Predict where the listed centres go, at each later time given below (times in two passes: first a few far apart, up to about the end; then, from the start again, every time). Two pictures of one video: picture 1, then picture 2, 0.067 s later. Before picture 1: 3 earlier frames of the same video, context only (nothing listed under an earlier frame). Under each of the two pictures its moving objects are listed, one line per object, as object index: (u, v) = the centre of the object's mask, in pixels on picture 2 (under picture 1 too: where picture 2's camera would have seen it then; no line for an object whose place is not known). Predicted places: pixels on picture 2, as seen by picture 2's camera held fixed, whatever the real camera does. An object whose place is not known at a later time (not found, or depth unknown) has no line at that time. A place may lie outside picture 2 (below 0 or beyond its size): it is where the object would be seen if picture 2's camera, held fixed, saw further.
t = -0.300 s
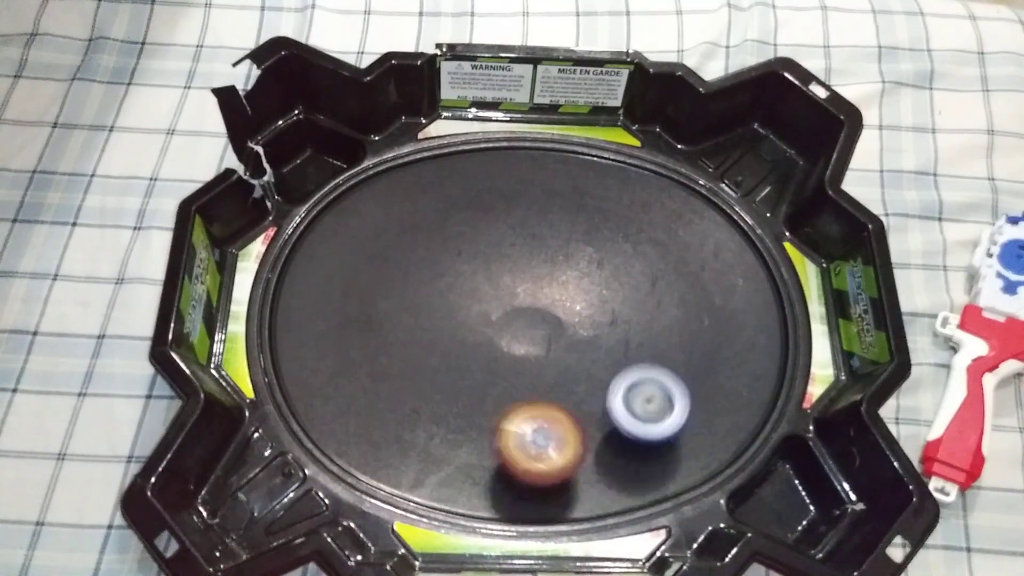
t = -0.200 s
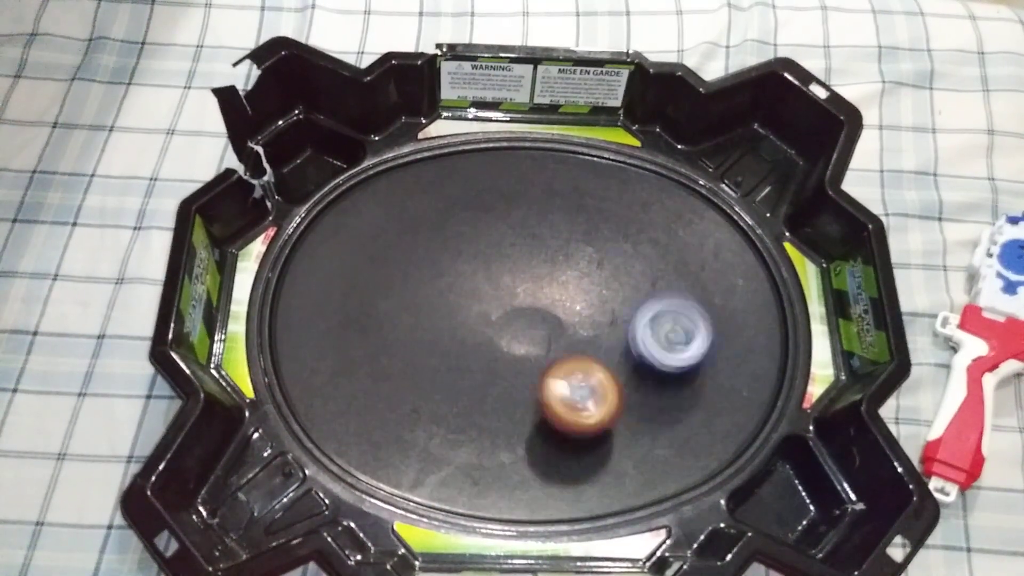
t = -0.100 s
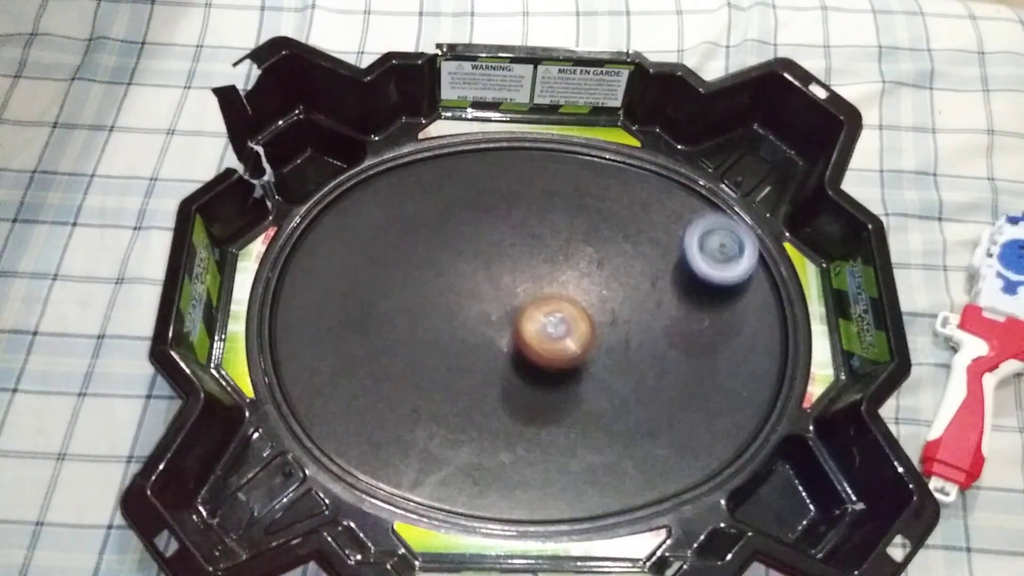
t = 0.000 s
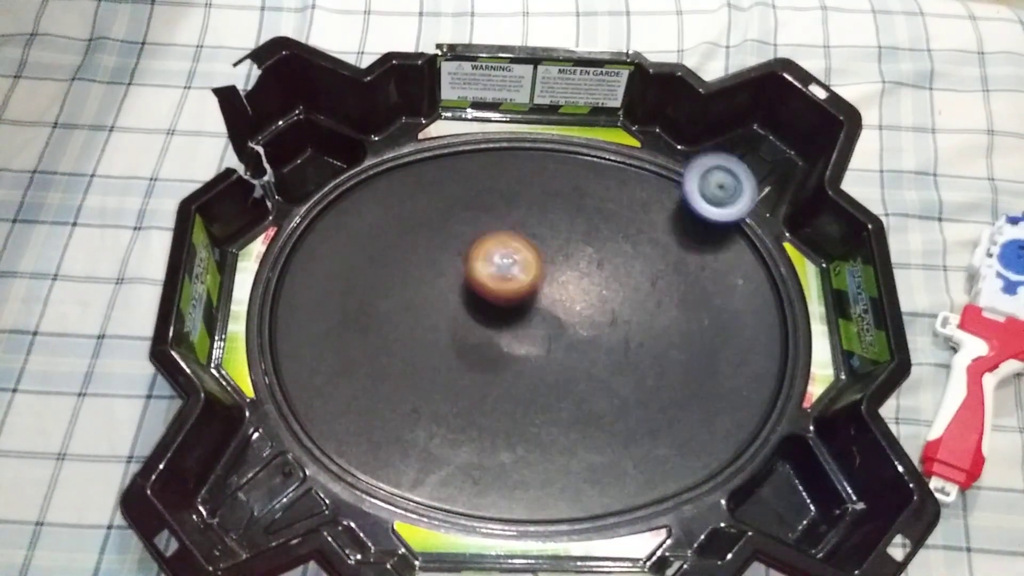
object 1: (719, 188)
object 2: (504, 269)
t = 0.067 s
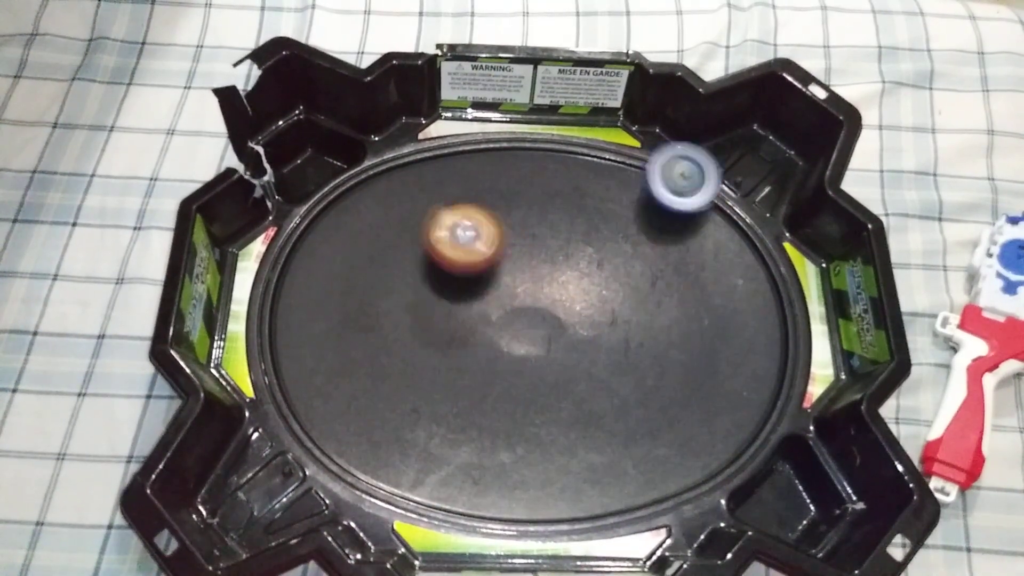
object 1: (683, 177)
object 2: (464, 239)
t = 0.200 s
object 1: (595, 179)
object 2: (381, 233)
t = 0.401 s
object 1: (467, 227)
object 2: (287, 332)
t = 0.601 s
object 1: (434, 338)
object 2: (387, 439)
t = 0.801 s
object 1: (542, 259)
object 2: (587, 488)
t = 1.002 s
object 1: (570, 211)
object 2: (700, 366)
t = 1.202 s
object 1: (509, 244)
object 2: (621, 242)
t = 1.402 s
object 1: (519, 340)
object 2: (428, 234)
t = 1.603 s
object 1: (588, 396)
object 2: (328, 383)
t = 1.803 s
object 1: (673, 389)
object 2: (454, 481)
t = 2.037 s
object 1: (646, 295)
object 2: (638, 386)
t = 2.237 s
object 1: (574, 197)
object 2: (597, 303)
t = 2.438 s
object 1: (479, 191)
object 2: (477, 275)
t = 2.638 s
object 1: (401, 235)
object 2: (391, 328)
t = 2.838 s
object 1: (386, 312)
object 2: (418, 414)
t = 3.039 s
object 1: (444, 361)
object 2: (544, 418)
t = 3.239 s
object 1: (533, 374)
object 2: (630, 344)
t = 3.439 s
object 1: (609, 345)
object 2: (610, 256)
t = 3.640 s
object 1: (630, 288)
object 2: (516, 235)
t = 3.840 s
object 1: (565, 264)
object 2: (426, 308)
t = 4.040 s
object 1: (497, 304)
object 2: (447, 412)
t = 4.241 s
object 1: (464, 367)
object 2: (545, 435)
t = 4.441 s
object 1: (491, 424)
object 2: (625, 370)
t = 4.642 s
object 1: (552, 397)
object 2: (591, 276)
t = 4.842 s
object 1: (546, 330)
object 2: (493, 252)
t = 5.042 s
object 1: (505, 274)
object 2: (404, 298)
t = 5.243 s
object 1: (441, 258)
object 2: (412, 393)
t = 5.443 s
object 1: (413, 311)
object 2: (523, 419)
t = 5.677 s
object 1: (480, 368)
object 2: (615, 340)
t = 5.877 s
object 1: (559, 381)
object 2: (593, 256)
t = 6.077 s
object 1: (625, 355)
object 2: (502, 236)
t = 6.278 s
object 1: (627, 299)
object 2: (428, 309)
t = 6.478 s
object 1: (561, 279)
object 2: (455, 403)
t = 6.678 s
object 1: (490, 297)
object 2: (549, 428)
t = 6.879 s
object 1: (436, 339)
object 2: (622, 371)
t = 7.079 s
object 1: (432, 395)
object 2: (590, 284)
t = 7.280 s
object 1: (495, 398)
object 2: (501, 256)
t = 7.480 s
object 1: (535, 347)
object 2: (420, 293)
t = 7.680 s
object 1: (542, 290)
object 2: (414, 375)
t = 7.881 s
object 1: (510, 249)
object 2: (505, 410)
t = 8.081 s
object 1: (470, 281)
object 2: (589, 359)
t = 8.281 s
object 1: (485, 340)
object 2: (594, 280)
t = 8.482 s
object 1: (532, 386)
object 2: (525, 249)
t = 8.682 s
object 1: (594, 391)
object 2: (453, 299)
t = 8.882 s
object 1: (605, 343)
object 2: (462, 382)
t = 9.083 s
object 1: (557, 305)
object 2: (530, 419)
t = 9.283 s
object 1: (498, 285)
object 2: (598, 374)
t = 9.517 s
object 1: (428, 295)
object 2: (568, 289)
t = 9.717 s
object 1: (416, 343)
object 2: (493, 266)
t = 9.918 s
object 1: (471, 373)
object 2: (423, 299)
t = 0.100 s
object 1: (662, 176)
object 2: (443, 229)
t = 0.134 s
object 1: (641, 176)
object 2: (422, 227)
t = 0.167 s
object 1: (618, 177)
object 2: (402, 227)
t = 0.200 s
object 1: (595, 179)
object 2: (381, 233)
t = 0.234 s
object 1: (573, 184)
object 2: (358, 242)
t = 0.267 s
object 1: (550, 189)
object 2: (338, 255)
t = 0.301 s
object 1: (527, 197)
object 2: (320, 272)
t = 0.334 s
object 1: (505, 205)
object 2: (305, 291)
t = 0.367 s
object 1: (485, 214)
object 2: (293, 311)
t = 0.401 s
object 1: (467, 227)
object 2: (287, 332)
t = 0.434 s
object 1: (454, 243)
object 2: (287, 355)
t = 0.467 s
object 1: (443, 260)
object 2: (294, 377)
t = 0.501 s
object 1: (436, 280)
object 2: (308, 399)
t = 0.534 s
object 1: (431, 300)
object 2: (329, 417)
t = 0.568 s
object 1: (431, 319)
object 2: (356, 430)
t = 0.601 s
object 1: (434, 338)
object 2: (387, 439)
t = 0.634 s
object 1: (440, 356)
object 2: (424, 441)
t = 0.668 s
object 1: (457, 351)
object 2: (454, 463)
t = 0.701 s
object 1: (481, 324)
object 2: (487, 492)
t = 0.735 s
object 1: (504, 299)
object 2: (521, 505)
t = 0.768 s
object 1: (524, 277)
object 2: (556, 499)
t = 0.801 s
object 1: (542, 259)
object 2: (587, 488)
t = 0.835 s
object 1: (556, 243)
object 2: (617, 473)
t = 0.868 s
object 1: (567, 232)
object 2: (642, 456)
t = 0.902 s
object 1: (573, 223)
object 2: (666, 435)
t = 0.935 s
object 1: (576, 217)
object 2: (682, 414)
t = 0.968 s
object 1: (574, 214)
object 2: (694, 392)
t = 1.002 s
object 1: (570, 211)
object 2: (700, 366)
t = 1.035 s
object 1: (562, 210)
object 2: (699, 342)
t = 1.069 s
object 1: (553, 211)
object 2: (692, 319)
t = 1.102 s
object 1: (540, 213)
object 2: (681, 298)
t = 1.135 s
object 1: (528, 220)
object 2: (666, 277)
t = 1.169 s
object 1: (517, 230)
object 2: (644, 259)
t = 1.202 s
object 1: (509, 244)
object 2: (621, 242)
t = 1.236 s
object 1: (503, 260)
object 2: (593, 228)
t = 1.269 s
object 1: (501, 277)
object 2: (562, 219)
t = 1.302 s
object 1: (503, 295)
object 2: (528, 216)
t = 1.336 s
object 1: (506, 311)
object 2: (494, 217)
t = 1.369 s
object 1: (512, 327)
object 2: (461, 223)
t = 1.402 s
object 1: (519, 340)
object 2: (428, 234)
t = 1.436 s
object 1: (528, 352)
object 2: (397, 251)
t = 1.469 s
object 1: (537, 364)
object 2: (372, 272)
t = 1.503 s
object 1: (547, 374)
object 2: (353, 296)
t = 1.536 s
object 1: (559, 383)
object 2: (339, 324)
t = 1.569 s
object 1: (573, 390)
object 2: (331, 352)
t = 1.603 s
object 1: (588, 396)
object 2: (328, 383)
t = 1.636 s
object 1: (603, 401)
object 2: (334, 413)
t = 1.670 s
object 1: (619, 403)
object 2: (345, 439)
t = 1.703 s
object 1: (634, 404)
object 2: (363, 460)
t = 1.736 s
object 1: (649, 402)
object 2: (388, 473)
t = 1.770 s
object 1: (661, 398)
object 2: (420, 479)
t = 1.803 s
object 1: (673, 389)
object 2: (454, 481)
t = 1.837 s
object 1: (681, 380)
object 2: (488, 478)
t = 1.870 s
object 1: (683, 368)
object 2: (522, 473)
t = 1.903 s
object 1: (682, 354)
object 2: (557, 460)
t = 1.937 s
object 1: (675, 342)
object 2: (588, 443)
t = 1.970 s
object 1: (664, 330)
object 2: (613, 423)
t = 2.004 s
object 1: (651, 321)
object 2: (633, 398)
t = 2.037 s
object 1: (646, 295)
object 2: (638, 386)
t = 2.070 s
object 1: (638, 267)
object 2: (639, 372)
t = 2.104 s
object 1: (628, 244)
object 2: (637, 357)
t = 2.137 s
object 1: (616, 226)
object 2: (630, 342)
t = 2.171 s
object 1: (603, 213)
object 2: (622, 328)
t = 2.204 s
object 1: (588, 204)
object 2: (610, 314)
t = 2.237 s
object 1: (574, 197)
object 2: (597, 303)
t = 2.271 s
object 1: (558, 192)
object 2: (579, 292)
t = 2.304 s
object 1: (542, 188)
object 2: (560, 284)
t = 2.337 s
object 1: (527, 186)
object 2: (539, 278)
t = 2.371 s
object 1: (510, 186)
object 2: (516, 275)
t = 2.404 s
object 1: (494, 188)
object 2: (497, 274)
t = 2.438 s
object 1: (479, 191)
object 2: (477, 275)
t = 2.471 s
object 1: (464, 197)
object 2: (456, 280)
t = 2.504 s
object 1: (448, 202)
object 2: (439, 286)
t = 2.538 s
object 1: (433, 210)
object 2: (425, 293)
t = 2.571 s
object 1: (419, 219)
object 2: (412, 302)
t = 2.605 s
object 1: (408, 229)
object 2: (401, 313)
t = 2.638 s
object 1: (401, 235)
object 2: (391, 328)
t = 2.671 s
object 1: (395, 244)
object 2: (384, 346)
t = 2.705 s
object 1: (389, 255)
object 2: (381, 362)
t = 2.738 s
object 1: (384, 268)
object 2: (383, 378)
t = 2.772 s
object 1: (382, 283)
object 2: (390, 394)
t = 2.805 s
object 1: (383, 297)
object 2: (402, 404)
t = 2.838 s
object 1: (386, 312)
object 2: (418, 414)
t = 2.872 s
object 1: (393, 326)
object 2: (435, 421)
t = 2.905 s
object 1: (402, 339)
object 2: (453, 422)
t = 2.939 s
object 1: (413, 351)
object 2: (472, 422)
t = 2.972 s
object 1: (421, 354)
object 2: (496, 424)
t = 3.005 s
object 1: (431, 357)
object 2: (518, 423)
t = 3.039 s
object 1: (444, 361)
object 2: (544, 418)
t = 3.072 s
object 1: (459, 367)
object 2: (564, 410)
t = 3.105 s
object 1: (473, 371)
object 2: (583, 402)
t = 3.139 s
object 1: (488, 373)
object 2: (600, 388)
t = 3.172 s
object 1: (504, 375)
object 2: (613, 376)
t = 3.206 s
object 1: (519, 375)
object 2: (623, 360)
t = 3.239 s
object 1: (533, 374)
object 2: (630, 344)
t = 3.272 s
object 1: (548, 372)
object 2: (635, 327)
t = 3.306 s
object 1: (562, 368)
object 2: (636, 311)
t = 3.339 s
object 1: (575, 365)
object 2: (633, 294)
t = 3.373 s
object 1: (587, 359)
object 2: (628, 281)
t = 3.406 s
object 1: (599, 353)
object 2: (620, 266)
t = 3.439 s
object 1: (609, 345)
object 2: (610, 256)
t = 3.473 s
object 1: (618, 338)
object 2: (597, 246)
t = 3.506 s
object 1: (625, 328)
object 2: (583, 239)
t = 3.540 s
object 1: (630, 319)
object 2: (568, 233)
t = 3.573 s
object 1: (633, 308)
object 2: (552, 232)
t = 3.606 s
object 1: (633, 298)
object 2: (533, 232)
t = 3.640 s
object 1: (630, 288)
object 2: (516, 235)
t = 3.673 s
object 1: (624, 279)
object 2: (498, 240)
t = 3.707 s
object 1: (615, 271)
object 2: (480, 248)
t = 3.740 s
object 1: (603, 266)
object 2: (463, 259)
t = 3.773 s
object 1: (592, 262)
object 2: (448, 273)
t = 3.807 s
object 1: (578, 262)
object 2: (436, 290)
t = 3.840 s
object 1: (565, 264)
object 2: (426, 308)
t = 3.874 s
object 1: (552, 267)
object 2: (420, 326)
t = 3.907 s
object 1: (539, 273)
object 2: (419, 345)
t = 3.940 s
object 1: (528, 279)
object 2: (420, 364)
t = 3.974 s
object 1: (516, 287)
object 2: (426, 383)
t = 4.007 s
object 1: (506, 295)
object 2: (437, 398)
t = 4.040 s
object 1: (497, 304)
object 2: (447, 412)
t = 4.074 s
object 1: (488, 313)
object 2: (462, 421)
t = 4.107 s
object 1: (481, 323)
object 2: (477, 430)
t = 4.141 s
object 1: (474, 333)
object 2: (494, 435)
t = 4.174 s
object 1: (470, 344)
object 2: (511, 438)
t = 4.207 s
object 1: (466, 356)
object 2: (528, 437)
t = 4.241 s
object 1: (464, 367)
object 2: (545, 435)
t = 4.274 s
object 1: (463, 379)
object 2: (561, 429)
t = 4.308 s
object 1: (464, 390)
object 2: (578, 424)
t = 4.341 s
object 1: (467, 401)
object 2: (593, 415)
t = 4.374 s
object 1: (473, 410)
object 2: (609, 402)
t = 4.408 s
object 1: (480, 418)
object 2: (619, 388)
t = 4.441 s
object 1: (491, 424)
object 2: (625, 370)
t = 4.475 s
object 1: (502, 427)
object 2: (628, 354)
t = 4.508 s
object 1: (515, 426)
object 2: (627, 337)
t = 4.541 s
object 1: (527, 422)
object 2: (622, 318)
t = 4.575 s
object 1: (537, 416)
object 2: (615, 302)
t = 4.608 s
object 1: (545, 407)
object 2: (603, 287)
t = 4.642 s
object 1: (552, 397)
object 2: (591, 276)
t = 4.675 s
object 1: (556, 386)
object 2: (576, 267)
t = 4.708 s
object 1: (558, 374)
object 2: (561, 258)
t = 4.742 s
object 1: (557, 362)
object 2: (544, 253)
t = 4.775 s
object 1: (555, 351)
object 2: (527, 251)
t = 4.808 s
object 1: (552, 339)
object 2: (510, 250)
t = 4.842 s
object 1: (546, 330)
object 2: (493, 252)
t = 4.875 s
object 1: (540, 320)
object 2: (476, 253)
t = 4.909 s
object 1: (533, 309)
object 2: (461, 259)
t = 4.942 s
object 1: (526, 299)
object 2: (443, 266)
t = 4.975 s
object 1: (520, 289)
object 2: (430, 274)
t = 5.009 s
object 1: (513, 282)
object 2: (415, 286)
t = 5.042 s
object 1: (505, 274)
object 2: (404, 298)
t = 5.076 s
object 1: (495, 268)
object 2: (395, 314)
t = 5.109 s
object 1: (485, 263)
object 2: (389, 331)
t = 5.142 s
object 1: (475, 259)
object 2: (389, 346)
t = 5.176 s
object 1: (464, 257)
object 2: (392, 365)
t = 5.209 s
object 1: (452, 256)
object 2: (399, 380)
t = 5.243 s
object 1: (441, 258)
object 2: (412, 393)
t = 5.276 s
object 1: (431, 262)
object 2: (425, 407)
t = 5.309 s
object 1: (422, 269)
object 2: (444, 413)
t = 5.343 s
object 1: (416, 278)
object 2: (463, 421)
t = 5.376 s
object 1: (412, 288)
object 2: (482, 423)
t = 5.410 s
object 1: (411, 299)
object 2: (503, 421)
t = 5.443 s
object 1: (413, 311)
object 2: (523, 419)
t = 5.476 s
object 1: (418, 322)
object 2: (541, 413)
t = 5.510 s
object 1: (425, 332)
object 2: (559, 403)
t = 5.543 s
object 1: (434, 341)
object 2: (575, 396)
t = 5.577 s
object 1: (445, 350)
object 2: (588, 383)
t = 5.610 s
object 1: (455, 357)
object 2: (601, 368)
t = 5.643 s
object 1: (467, 363)
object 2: (609, 355)
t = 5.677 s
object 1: (480, 368)
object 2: (615, 340)
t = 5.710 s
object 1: (493, 373)
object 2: (619, 323)
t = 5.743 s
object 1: (506, 377)
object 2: (619, 309)
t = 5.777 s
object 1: (519, 379)
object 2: (616, 294)
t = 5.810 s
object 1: (532, 381)
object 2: (610, 280)
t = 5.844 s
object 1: (546, 382)
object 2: (603, 266)
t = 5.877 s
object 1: (559, 381)
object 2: (593, 256)
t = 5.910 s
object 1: (572, 380)
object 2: (580, 247)
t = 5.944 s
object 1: (583, 377)
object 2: (567, 238)
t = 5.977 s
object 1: (595, 373)
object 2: (553, 234)
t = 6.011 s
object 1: (606, 368)
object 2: (537, 233)
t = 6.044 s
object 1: (616, 362)
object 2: (518, 233)
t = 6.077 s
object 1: (625, 355)
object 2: (502, 236)
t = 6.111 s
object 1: (631, 347)
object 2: (487, 242)
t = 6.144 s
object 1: (636, 338)
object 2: (469, 251)
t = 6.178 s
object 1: (638, 328)
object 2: (456, 262)
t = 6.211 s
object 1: (637, 318)
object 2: (444, 276)
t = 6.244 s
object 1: (633, 308)
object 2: (434, 293)
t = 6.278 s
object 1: (627, 299)
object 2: (428, 309)
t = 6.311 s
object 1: (618, 293)
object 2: (424, 327)
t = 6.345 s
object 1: (608, 287)
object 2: (425, 345)
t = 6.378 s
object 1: (597, 283)
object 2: (428, 362)
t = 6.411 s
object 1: (585, 280)
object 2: (436, 376)
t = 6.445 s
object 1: (573, 279)
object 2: (445, 392)
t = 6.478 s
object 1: (561, 279)
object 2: (455, 403)
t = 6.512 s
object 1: (548, 280)
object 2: (468, 412)
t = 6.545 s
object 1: (536, 283)
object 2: (483, 420)
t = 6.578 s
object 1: (524, 285)
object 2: (498, 427)
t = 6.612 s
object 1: (513, 289)
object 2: (513, 429)
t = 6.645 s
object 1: (502, 293)
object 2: (532, 428)
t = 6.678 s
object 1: (490, 297)
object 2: (549, 428)
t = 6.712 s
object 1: (479, 303)
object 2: (565, 425)
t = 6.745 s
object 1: (469, 308)
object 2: (580, 419)
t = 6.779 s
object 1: (459, 315)
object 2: (595, 408)
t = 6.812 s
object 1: (450, 322)
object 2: (609, 398)
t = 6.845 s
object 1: (443, 330)
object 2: (617, 386)
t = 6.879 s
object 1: (436, 339)
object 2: (622, 371)
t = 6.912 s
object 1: (430, 348)
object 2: (624, 356)
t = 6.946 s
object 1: (426, 357)
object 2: (624, 337)
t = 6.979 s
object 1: (424, 368)
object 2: (619, 322)
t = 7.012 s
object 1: (424, 378)
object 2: (613, 308)
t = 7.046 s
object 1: (427, 387)
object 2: (603, 295)
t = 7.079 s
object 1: (432, 395)
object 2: (590, 284)
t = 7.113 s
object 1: (440, 402)
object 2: (577, 273)
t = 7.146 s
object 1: (450, 406)
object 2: (562, 267)
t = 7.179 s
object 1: (461, 408)
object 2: (548, 262)
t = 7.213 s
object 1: (473, 407)
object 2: (532, 259)
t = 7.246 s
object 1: (484, 403)
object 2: (515, 258)
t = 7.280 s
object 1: (495, 398)
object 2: (501, 256)
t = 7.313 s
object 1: (504, 392)
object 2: (486, 258)
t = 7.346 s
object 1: (513, 384)
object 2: (471, 262)
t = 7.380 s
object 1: (520, 376)
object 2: (456, 269)
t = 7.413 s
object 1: (526, 367)
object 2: (443, 274)
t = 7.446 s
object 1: (531, 357)
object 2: (431, 283)
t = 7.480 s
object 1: (535, 347)
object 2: (420, 293)
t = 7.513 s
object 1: (538, 338)
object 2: (412, 305)
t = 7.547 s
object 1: (538, 329)
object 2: (404, 319)
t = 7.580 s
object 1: (539, 319)
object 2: (402, 332)
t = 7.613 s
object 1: (540, 309)
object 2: (401, 346)
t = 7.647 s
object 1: (541, 299)
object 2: (407, 361)
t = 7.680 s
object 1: (542, 290)
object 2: (414, 375)
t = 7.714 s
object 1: (541, 281)
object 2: (423, 388)
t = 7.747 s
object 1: (537, 272)
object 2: (437, 397)
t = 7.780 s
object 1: (533, 264)
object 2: (452, 403)
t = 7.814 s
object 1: (527, 257)
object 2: (471, 407)
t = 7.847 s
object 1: (519, 253)
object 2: (489, 410)
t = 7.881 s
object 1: (510, 249)
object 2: (505, 410)
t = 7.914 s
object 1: (501, 248)
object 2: (522, 406)
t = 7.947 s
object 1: (492, 249)
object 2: (538, 400)
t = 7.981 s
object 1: (484, 254)
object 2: (553, 392)
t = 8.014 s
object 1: (477, 262)
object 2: (567, 381)
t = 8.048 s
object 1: (473, 271)
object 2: (580, 372)
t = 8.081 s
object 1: (470, 281)
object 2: (589, 359)
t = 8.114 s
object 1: (469, 291)
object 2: (596, 347)
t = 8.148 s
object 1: (470, 301)
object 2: (600, 333)
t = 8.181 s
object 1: (472, 311)
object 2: (603, 319)
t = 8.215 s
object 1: (475, 322)
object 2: (603, 306)
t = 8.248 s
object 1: (479, 331)
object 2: (599, 293)
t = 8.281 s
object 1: (485, 340)
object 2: (594, 280)
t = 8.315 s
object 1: (491, 350)
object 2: (587, 270)
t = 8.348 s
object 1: (498, 359)
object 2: (578, 262)
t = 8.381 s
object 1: (506, 366)
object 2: (567, 256)
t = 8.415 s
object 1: (514, 373)
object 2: (555, 251)
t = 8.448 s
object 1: (523, 380)
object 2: (541, 249)
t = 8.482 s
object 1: (532, 386)
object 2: (525, 249)
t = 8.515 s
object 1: (543, 391)
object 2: (510, 251)
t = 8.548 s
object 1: (553, 394)
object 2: (496, 255)
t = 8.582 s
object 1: (564, 396)
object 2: (483, 262)
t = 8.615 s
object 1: (574, 397)
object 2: (472, 272)
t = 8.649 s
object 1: (585, 395)
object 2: (462, 284)
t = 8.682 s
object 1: (594, 391)
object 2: (453, 299)
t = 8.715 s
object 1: (601, 386)
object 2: (447, 314)
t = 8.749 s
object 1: (607, 379)
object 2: (445, 328)
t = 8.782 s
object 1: (610, 370)
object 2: (445, 343)
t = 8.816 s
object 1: (610, 361)
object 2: (448, 357)
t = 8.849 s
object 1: (608, 352)
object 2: (453, 370)
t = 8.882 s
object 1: (605, 343)
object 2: (462, 382)
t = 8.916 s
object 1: (599, 335)
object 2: (471, 392)
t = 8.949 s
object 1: (592, 327)
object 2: (481, 401)
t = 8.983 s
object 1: (584, 320)
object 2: (492, 408)
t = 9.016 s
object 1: (575, 314)
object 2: (504, 415)
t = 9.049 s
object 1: (566, 309)
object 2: (517, 418)
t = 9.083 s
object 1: (557, 305)
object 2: (530, 419)
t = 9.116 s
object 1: (546, 302)
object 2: (544, 417)
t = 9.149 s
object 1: (536, 298)
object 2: (557, 413)
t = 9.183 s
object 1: (527, 294)
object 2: (570, 406)
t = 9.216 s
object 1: (518, 290)
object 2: (582, 398)
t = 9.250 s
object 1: (509, 287)
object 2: (591, 387)
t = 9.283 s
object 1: (498, 285)
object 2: (598, 374)
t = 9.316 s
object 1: (487, 284)
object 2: (602, 362)
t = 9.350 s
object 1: (477, 283)
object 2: (603, 348)
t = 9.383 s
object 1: (465, 284)
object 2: (600, 335)
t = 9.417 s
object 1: (455, 285)
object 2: (595, 321)
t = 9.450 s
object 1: (445, 287)
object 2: (588, 309)
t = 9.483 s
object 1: (436, 291)
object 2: (578, 299)
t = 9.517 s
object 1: (428, 295)
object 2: (568, 289)
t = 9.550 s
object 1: (420, 302)
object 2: (557, 282)
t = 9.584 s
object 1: (414, 309)
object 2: (545, 276)
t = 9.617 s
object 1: (411, 317)
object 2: (532, 271)
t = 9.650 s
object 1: (410, 325)
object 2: (519, 268)
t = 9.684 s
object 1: (411, 335)
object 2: (506, 267)
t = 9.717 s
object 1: (416, 343)
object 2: (493, 266)
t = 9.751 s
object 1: (422, 351)
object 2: (479, 269)
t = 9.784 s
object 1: (430, 358)
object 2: (466, 272)
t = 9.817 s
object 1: (439, 363)
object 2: (454, 276)
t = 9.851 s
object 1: (449, 368)
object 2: (442, 282)
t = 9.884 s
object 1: (460, 371)
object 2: (431, 290)
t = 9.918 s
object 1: (471, 373)
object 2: (423, 299)
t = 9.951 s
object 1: (482, 374)
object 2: (417, 310)
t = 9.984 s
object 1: (493, 374)
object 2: (413, 322)
